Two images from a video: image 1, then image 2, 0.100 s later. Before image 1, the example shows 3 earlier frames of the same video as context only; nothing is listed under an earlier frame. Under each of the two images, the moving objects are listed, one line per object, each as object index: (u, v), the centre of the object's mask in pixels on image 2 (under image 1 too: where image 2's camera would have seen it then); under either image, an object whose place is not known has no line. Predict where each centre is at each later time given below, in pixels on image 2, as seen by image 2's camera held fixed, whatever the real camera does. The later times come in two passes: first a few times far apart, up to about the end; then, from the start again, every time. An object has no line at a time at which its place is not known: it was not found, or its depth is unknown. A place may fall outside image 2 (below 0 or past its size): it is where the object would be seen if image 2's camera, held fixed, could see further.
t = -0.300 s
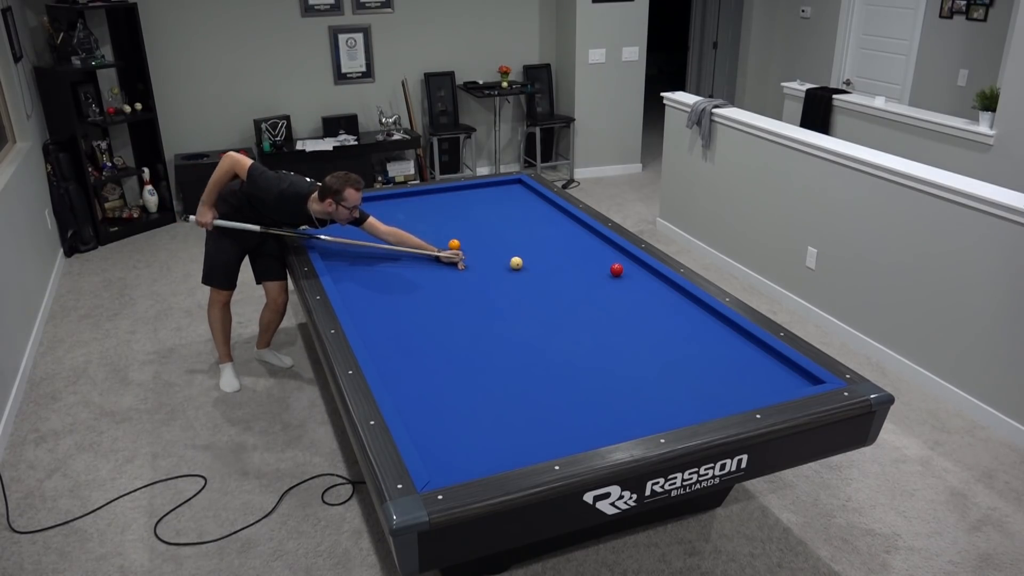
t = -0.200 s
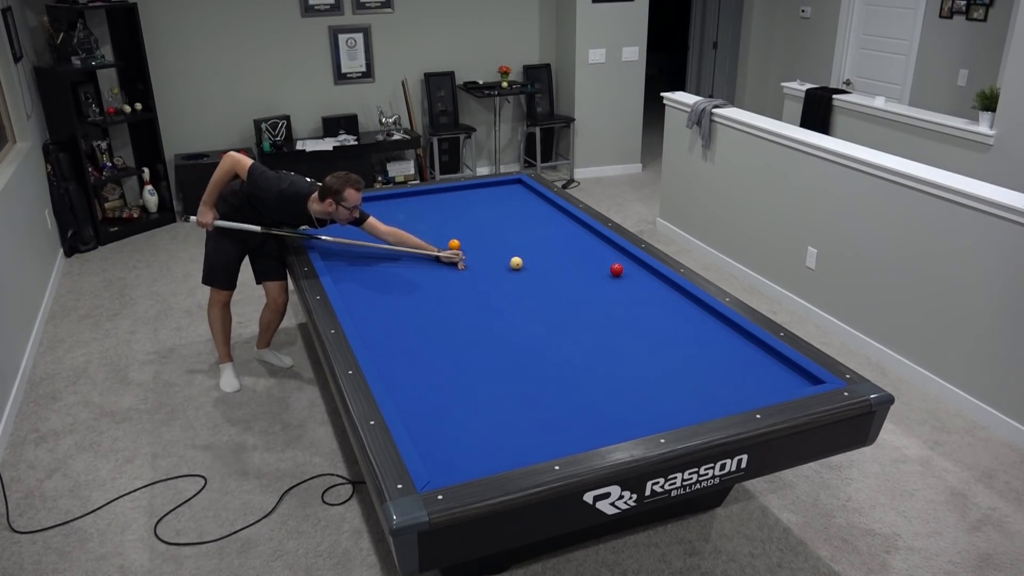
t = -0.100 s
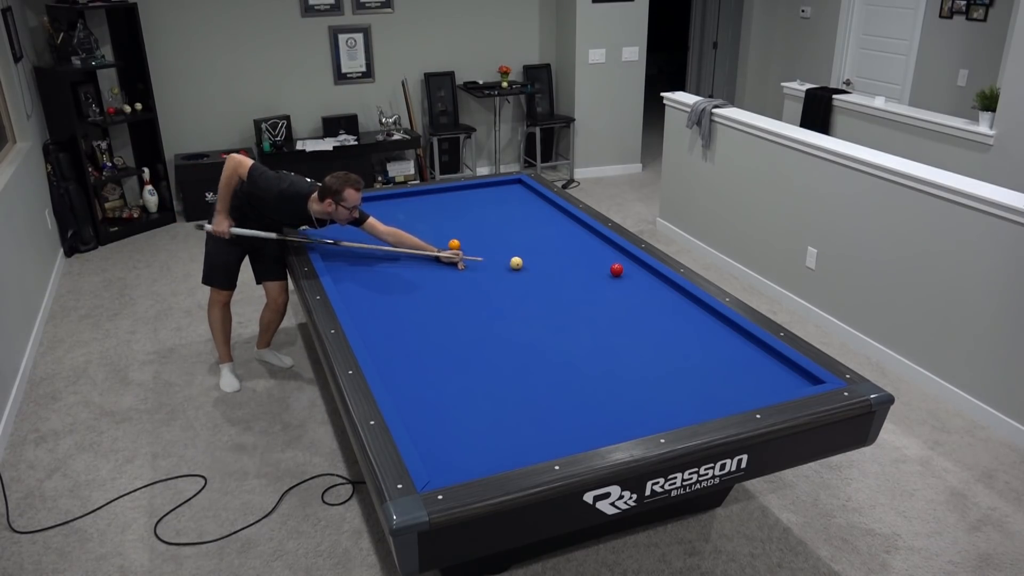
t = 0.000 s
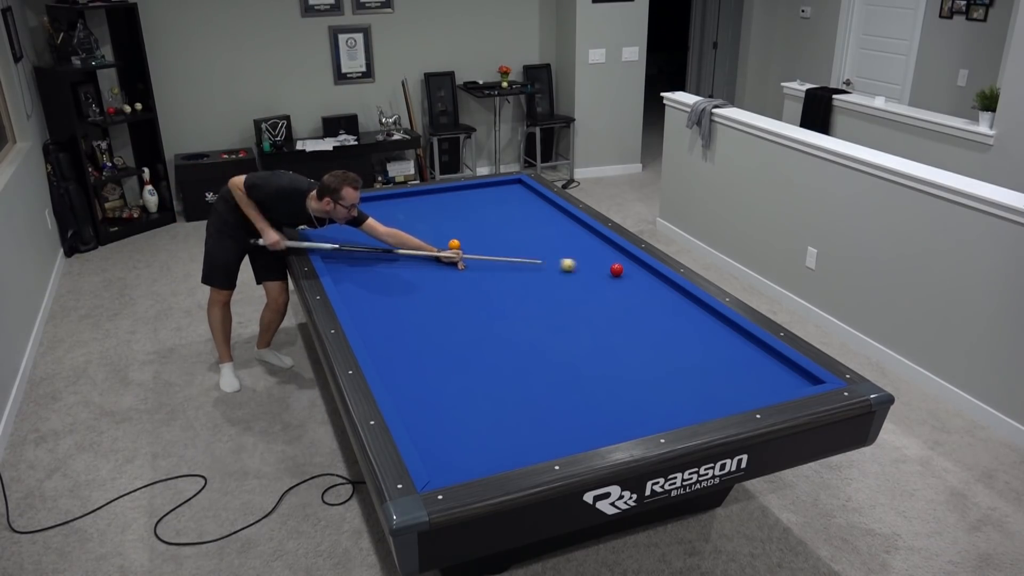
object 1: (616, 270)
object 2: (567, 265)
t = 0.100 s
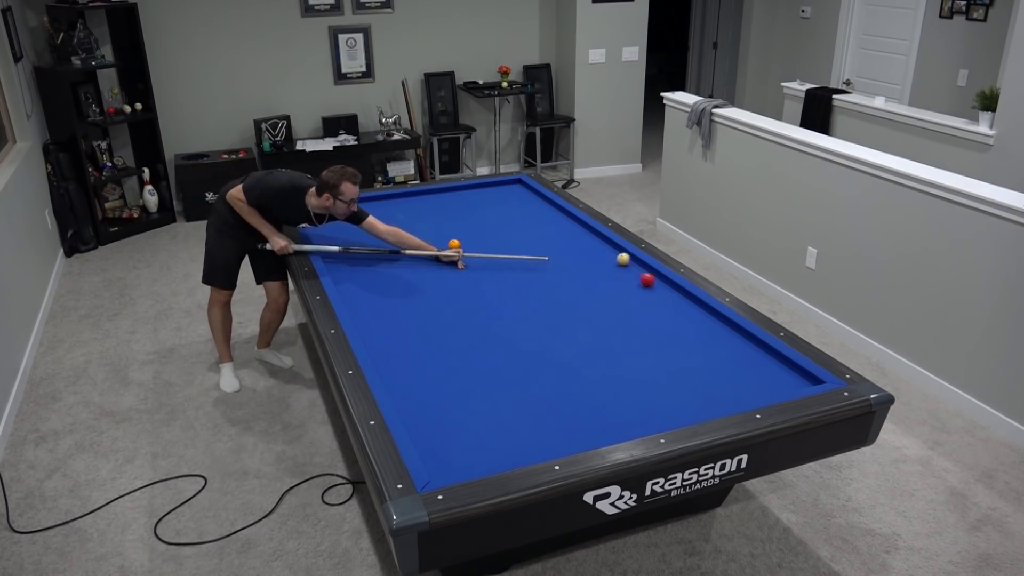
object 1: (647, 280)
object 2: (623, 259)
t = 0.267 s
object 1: (688, 315)
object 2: (570, 250)
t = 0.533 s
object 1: (708, 379)
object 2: (484, 240)
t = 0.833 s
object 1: (637, 385)
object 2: (402, 229)
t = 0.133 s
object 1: (666, 286)
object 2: (626, 255)
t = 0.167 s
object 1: (682, 293)
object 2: (611, 254)
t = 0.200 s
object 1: (684, 300)
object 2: (597, 253)
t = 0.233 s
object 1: (686, 308)
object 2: (583, 252)
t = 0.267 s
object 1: (688, 315)
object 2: (570, 250)
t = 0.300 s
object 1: (690, 323)
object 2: (558, 249)
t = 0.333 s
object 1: (693, 331)
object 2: (546, 248)
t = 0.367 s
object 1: (695, 339)
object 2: (535, 248)
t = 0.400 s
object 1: (698, 346)
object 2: (524, 245)
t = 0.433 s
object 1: (700, 355)
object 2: (514, 244)
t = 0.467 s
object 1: (703, 363)
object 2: (504, 242)
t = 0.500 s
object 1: (705, 371)
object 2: (494, 241)
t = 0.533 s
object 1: (708, 379)
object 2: (484, 240)
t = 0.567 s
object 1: (711, 387)
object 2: (475, 239)
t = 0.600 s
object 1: (714, 396)
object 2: (466, 238)
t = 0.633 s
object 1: (716, 403)
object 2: (456, 235)
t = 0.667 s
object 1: (707, 404)
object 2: (447, 235)
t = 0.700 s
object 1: (692, 400)
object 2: (438, 234)
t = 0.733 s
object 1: (677, 396)
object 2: (429, 233)
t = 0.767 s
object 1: (663, 392)
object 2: (420, 232)
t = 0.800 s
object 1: (650, 389)
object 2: (411, 230)
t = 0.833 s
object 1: (637, 385)
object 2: (402, 229)
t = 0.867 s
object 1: (625, 383)
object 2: (394, 228)
